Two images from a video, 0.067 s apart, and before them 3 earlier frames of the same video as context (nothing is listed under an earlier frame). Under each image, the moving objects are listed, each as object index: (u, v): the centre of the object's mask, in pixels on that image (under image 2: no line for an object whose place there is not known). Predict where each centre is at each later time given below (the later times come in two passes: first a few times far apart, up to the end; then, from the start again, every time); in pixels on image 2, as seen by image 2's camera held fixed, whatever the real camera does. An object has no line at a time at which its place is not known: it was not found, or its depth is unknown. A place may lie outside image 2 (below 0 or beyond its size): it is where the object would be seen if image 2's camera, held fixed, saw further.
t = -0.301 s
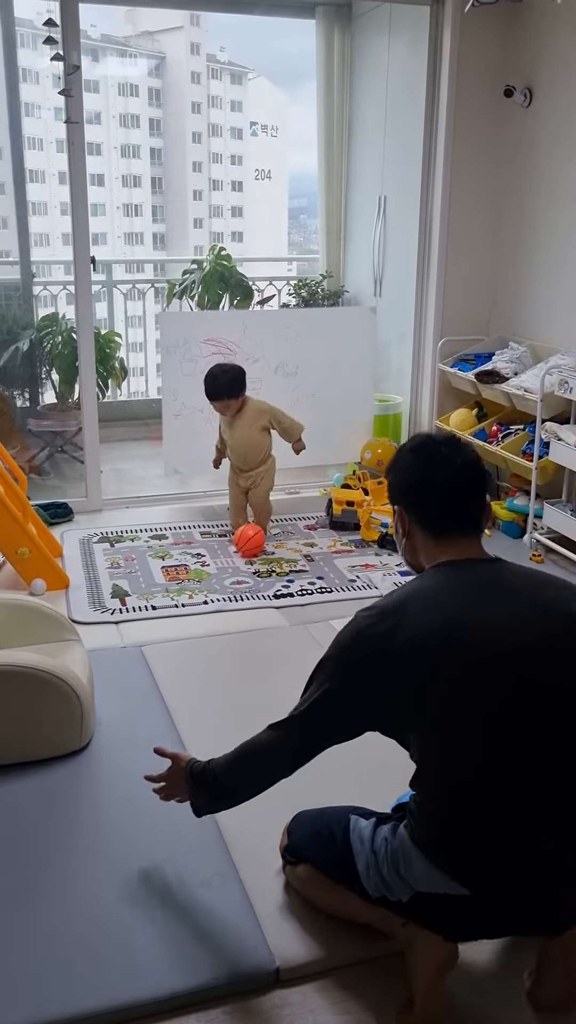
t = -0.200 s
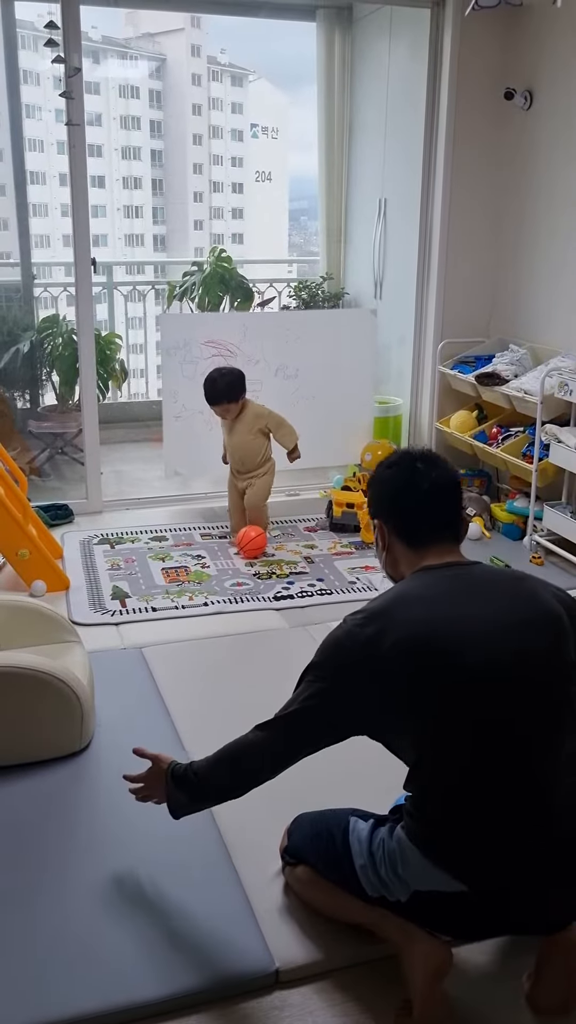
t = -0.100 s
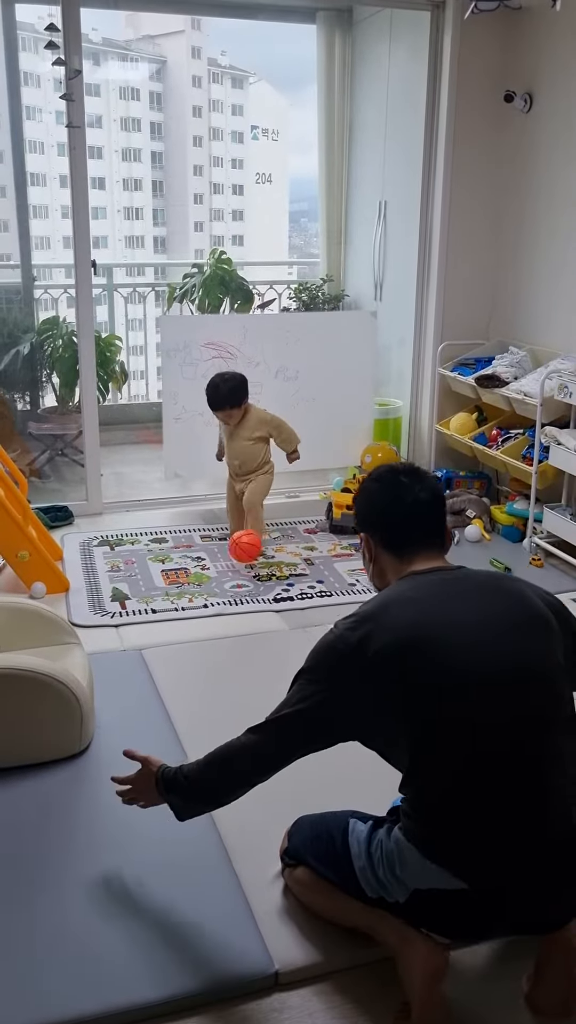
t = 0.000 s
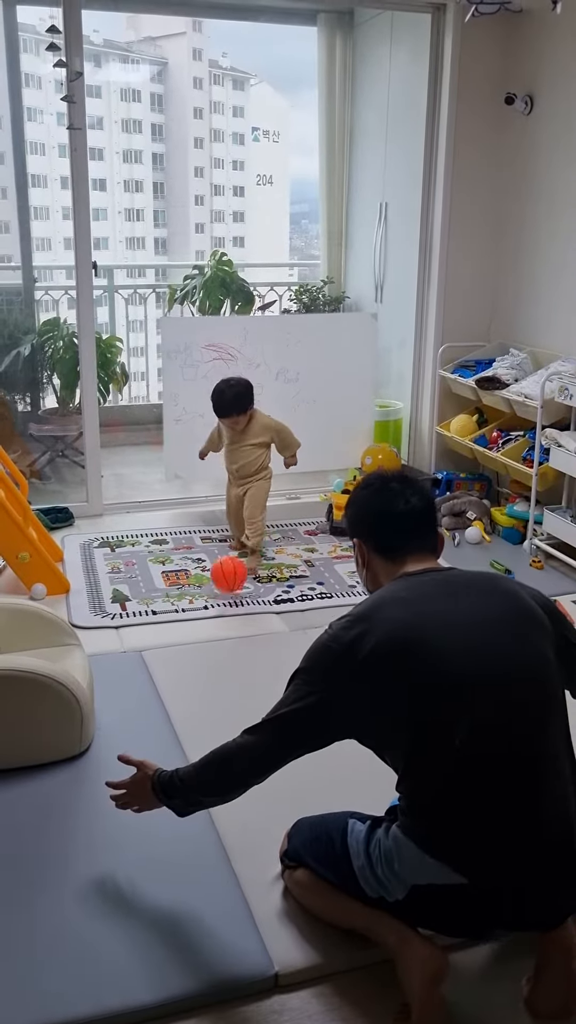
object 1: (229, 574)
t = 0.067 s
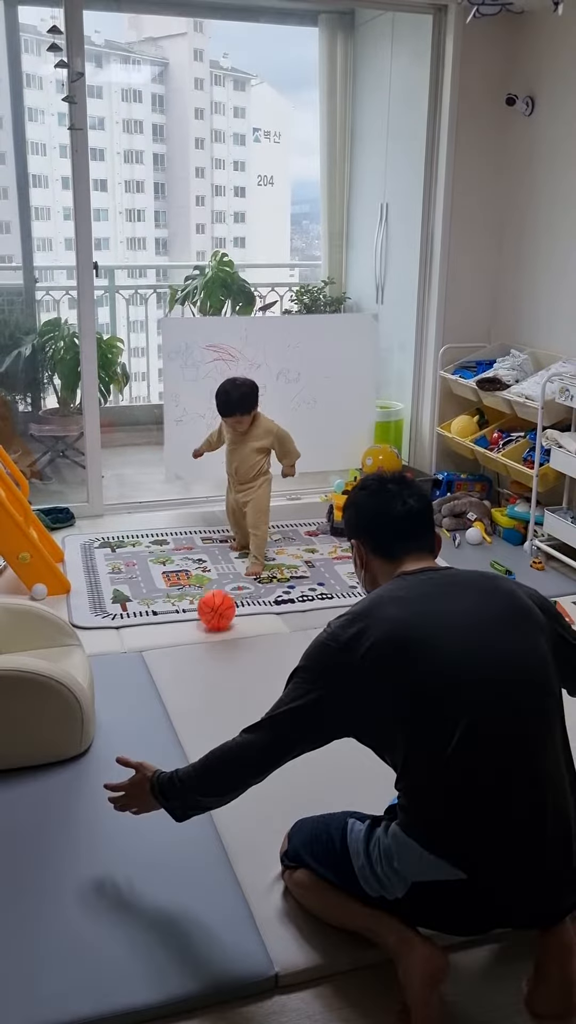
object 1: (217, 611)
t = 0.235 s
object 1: (193, 638)
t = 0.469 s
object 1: (160, 688)
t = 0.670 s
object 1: (120, 738)
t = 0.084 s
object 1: (214, 615)
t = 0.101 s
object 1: (211, 613)
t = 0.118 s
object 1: (209, 613)
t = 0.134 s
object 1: (207, 615)
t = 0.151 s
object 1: (205, 616)
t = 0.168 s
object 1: (202, 619)
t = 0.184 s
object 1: (200, 623)
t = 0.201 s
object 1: (198, 627)
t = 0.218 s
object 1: (196, 632)
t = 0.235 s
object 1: (193, 638)
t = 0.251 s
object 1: (191, 644)
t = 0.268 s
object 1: (189, 652)
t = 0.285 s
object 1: (186, 653)
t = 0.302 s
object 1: (184, 653)
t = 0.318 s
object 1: (182, 654)
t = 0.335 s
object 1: (180, 657)
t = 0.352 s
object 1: (178, 660)
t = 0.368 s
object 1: (176, 663)
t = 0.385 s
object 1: (173, 668)
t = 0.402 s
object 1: (171, 673)
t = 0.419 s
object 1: (169, 679)
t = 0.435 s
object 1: (167, 684)
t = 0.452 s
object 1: (164, 686)
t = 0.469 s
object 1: (160, 688)
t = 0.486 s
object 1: (157, 692)
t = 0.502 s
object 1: (154, 696)
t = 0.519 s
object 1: (150, 701)
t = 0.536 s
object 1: (147, 704)
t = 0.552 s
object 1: (144, 708)
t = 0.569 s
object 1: (140, 712)
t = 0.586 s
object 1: (137, 717)
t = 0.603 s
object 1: (133, 721)
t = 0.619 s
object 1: (130, 724)
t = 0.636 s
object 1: (127, 729)
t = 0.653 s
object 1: (123, 734)
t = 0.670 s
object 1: (120, 738)
